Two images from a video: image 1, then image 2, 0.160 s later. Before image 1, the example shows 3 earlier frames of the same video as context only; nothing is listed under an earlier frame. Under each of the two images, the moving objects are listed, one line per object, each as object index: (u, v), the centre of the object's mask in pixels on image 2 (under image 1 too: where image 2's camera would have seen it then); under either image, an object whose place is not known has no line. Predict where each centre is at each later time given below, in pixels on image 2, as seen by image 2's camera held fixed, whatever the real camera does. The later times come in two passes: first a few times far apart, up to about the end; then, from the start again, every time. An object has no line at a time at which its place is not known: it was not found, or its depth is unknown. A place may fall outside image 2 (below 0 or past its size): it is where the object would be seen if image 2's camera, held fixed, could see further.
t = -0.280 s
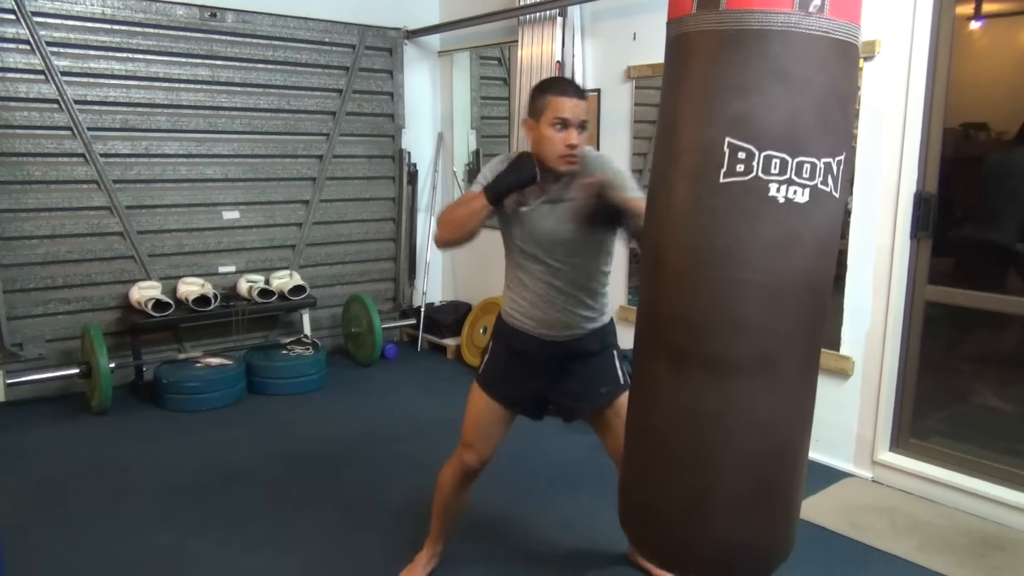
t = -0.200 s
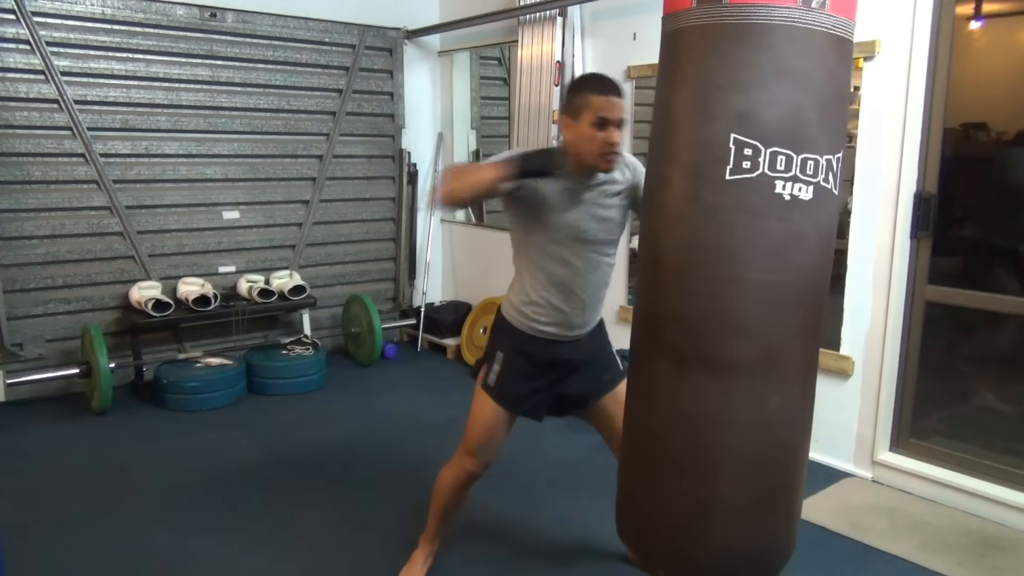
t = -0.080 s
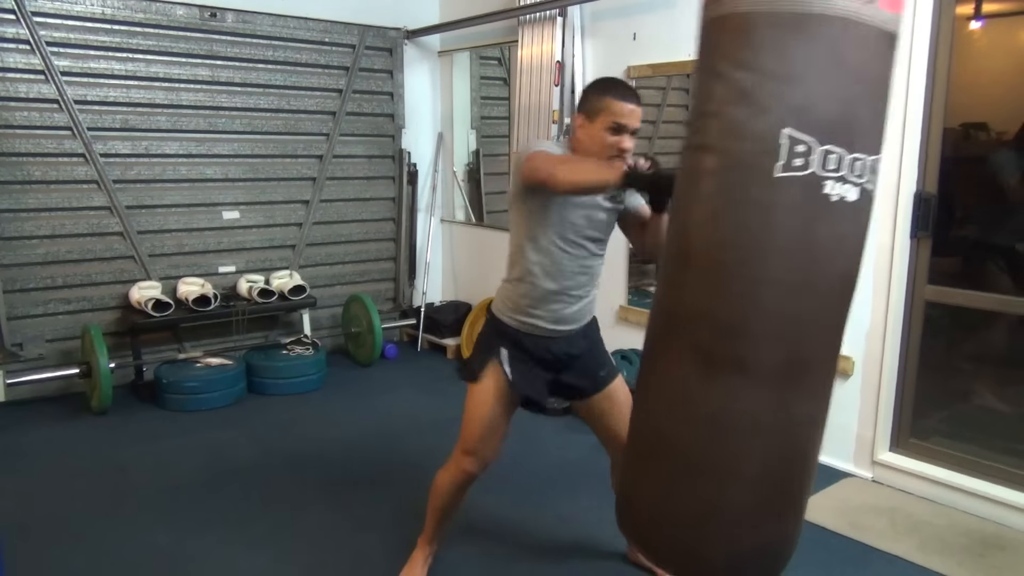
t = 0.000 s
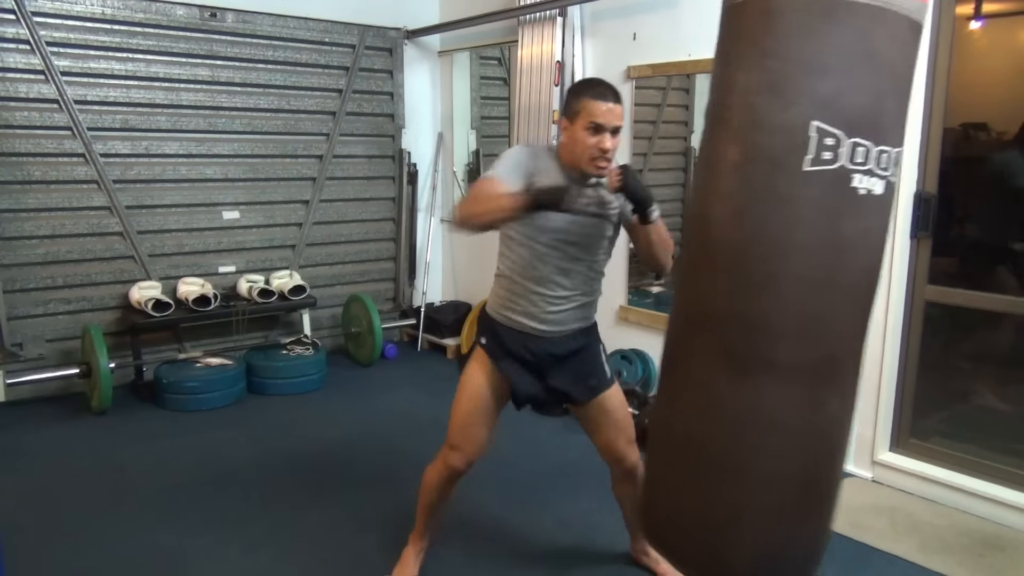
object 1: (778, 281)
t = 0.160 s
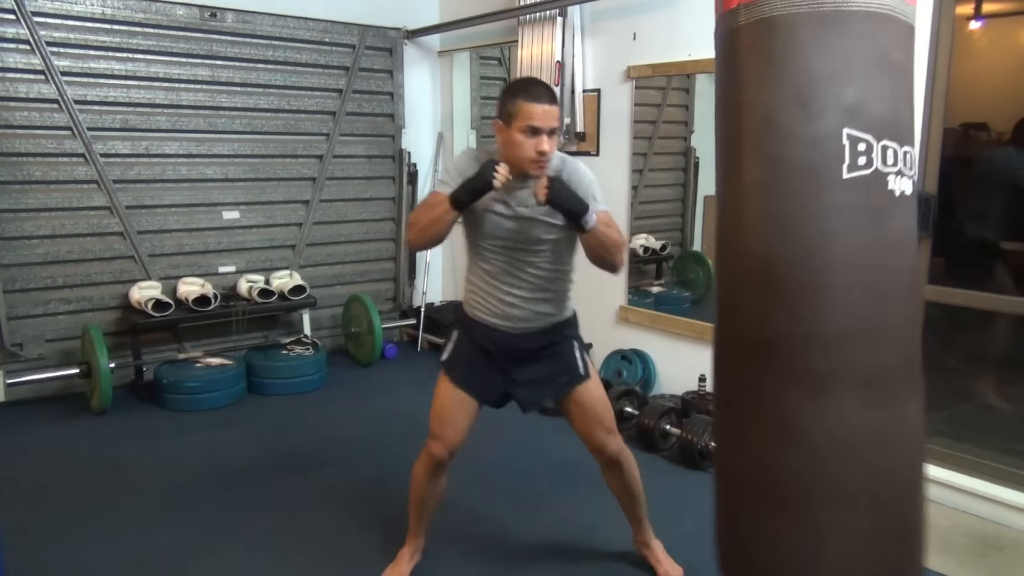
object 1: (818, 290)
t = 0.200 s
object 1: (828, 292)
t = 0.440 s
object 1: (886, 290)
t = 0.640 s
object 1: (899, 289)
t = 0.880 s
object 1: (882, 279)
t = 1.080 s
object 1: (842, 269)
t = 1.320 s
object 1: (784, 257)
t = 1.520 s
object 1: (739, 249)
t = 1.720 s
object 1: (702, 248)
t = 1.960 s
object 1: (681, 253)
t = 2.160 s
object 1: (689, 266)
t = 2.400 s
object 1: (730, 281)
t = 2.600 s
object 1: (784, 285)
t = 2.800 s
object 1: (844, 286)
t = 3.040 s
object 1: (892, 285)
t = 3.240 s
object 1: (903, 282)
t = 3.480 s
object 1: (876, 274)
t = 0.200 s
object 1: (828, 292)
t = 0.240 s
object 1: (839, 291)
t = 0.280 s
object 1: (849, 291)
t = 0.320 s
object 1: (858, 290)
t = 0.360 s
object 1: (869, 292)
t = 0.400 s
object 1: (877, 289)
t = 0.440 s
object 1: (886, 290)
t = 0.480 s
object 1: (892, 289)
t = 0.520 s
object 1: (895, 287)
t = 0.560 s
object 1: (897, 288)
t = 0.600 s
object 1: (898, 288)
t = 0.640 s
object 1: (899, 289)
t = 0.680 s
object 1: (899, 289)
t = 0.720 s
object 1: (897, 287)
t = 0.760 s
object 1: (894, 287)
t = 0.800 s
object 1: (892, 285)
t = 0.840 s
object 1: (887, 281)
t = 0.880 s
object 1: (882, 279)
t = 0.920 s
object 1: (875, 278)
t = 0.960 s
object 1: (867, 275)
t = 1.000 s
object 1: (860, 273)
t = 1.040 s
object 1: (851, 271)
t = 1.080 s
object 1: (842, 269)
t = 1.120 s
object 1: (832, 264)
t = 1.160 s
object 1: (825, 264)
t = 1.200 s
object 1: (814, 260)
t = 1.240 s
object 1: (803, 258)
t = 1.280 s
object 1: (794, 258)
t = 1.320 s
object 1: (784, 257)
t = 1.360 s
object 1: (773, 254)
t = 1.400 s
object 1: (765, 253)
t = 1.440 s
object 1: (756, 251)
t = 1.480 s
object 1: (747, 251)
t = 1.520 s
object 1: (739, 249)
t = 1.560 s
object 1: (731, 248)
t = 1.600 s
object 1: (722, 247)
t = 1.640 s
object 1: (716, 248)
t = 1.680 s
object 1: (708, 247)
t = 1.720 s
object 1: (702, 248)
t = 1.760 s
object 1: (696, 248)
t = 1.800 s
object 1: (693, 249)
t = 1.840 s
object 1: (688, 249)
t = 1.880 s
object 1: (685, 250)
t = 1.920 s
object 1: (683, 253)
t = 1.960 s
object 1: (681, 253)
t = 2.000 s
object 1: (682, 256)
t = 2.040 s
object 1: (681, 257)
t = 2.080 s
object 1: (683, 261)
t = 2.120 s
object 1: (685, 262)
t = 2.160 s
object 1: (689, 266)
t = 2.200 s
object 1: (693, 267)
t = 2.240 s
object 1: (699, 271)
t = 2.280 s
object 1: (705, 274)
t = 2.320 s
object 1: (713, 277)
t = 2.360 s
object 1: (720, 279)
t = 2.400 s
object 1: (730, 281)
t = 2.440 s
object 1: (740, 283)
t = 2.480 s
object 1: (751, 284)
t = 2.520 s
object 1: (762, 284)
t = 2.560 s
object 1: (772, 284)
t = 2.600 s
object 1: (784, 285)
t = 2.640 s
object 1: (797, 286)
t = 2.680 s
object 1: (809, 286)
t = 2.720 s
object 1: (821, 287)
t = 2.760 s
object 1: (833, 284)
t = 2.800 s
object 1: (844, 286)
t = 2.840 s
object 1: (854, 284)
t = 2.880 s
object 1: (864, 286)
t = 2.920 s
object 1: (872, 285)
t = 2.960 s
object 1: (880, 285)
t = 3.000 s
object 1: (887, 286)
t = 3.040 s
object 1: (892, 285)
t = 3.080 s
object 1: (898, 285)
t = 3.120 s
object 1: (901, 283)
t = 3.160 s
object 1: (903, 282)
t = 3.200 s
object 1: (903, 283)
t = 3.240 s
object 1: (903, 282)
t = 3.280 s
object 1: (901, 280)
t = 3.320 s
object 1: (898, 279)
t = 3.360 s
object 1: (895, 278)
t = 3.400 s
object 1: (889, 277)
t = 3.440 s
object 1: (883, 275)
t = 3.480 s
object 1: (876, 274)
